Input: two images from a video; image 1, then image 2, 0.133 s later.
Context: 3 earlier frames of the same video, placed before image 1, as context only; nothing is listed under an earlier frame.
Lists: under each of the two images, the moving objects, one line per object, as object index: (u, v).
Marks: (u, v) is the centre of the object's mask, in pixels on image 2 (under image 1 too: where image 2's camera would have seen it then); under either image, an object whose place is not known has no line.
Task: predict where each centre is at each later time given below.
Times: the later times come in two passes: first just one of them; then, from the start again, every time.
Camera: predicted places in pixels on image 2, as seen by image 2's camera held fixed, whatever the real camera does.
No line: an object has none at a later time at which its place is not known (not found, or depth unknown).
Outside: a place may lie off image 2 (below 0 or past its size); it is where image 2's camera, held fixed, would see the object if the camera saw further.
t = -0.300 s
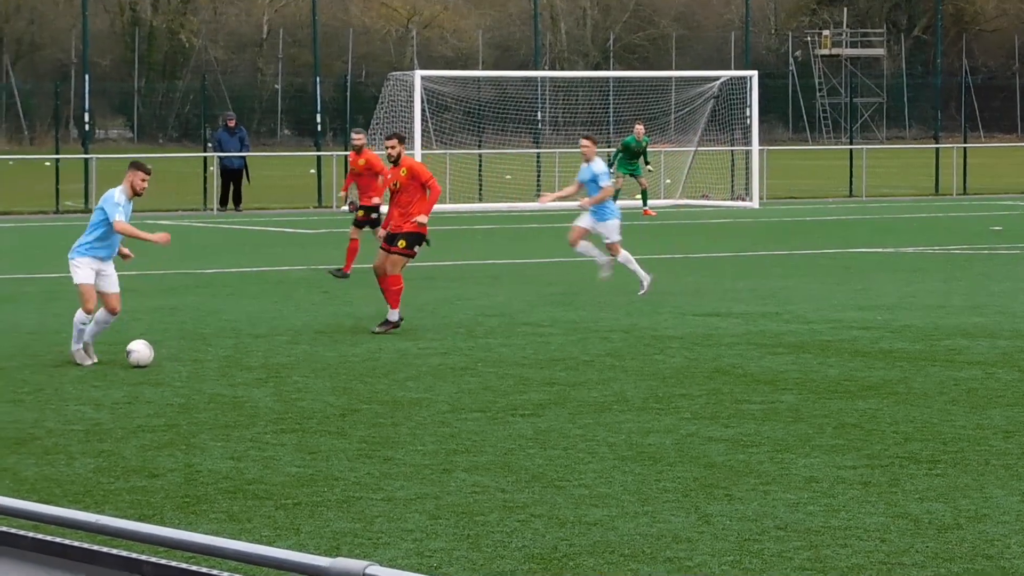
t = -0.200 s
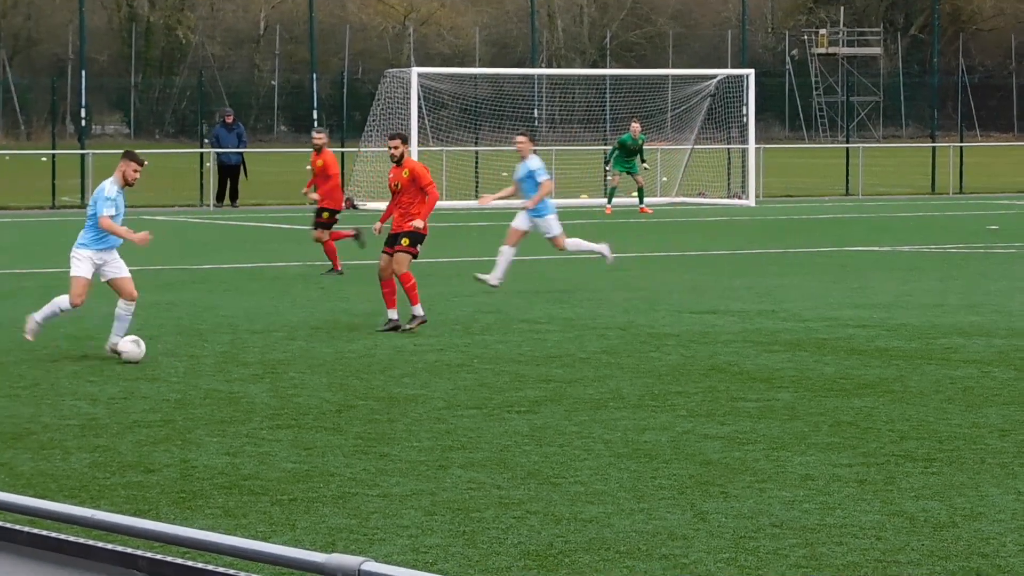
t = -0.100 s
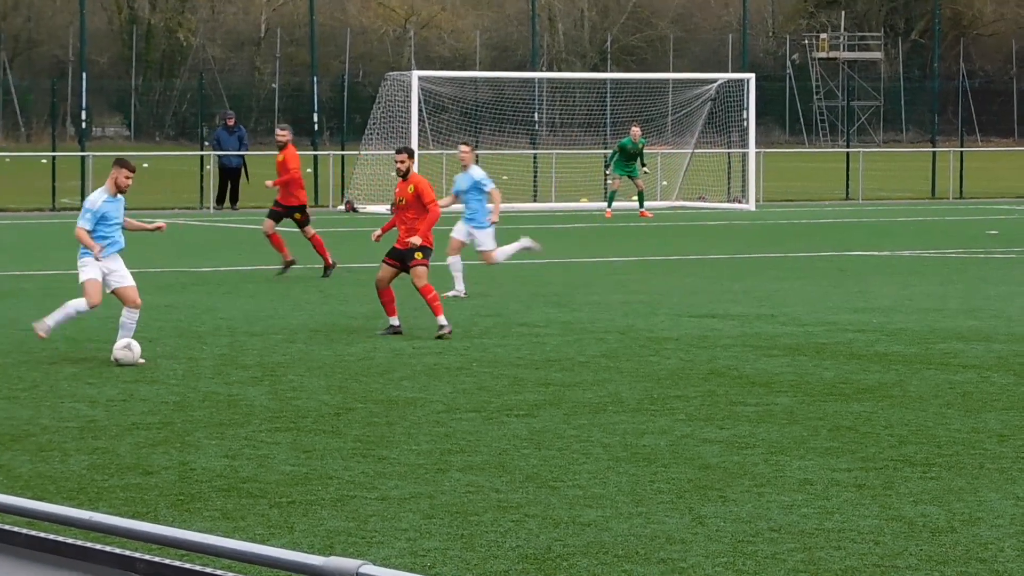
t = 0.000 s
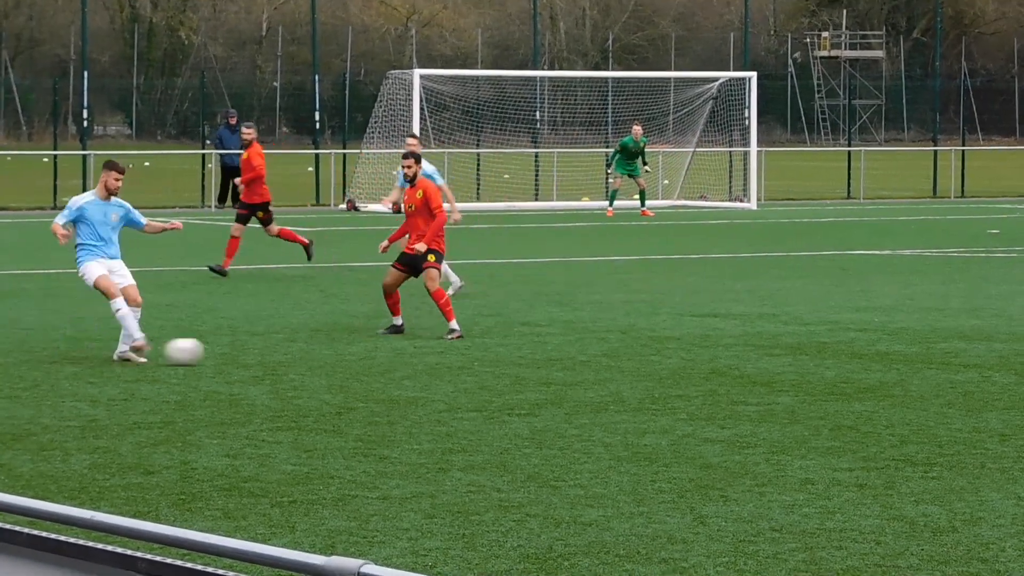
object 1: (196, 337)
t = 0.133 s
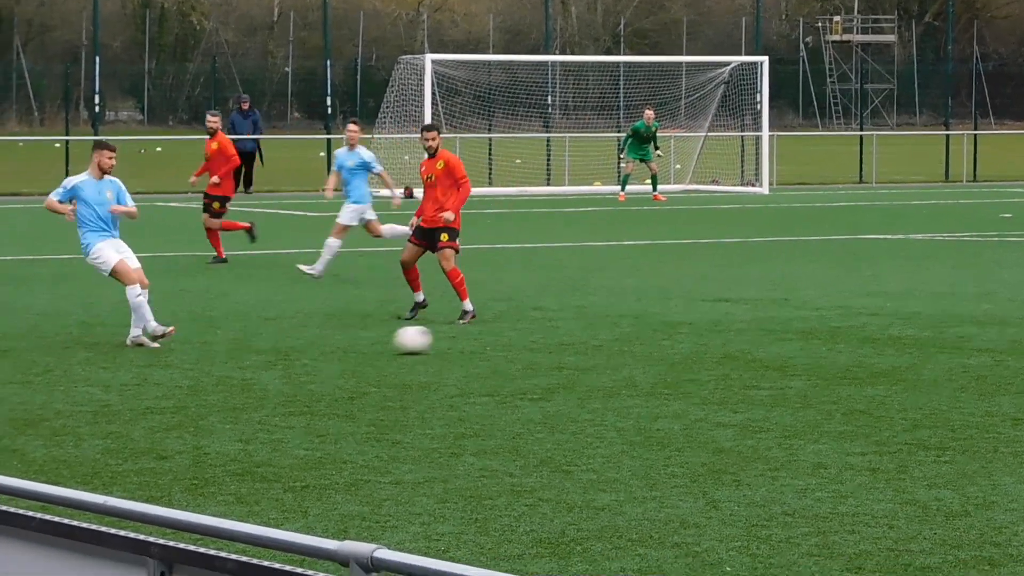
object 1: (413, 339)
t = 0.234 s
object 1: (567, 342)
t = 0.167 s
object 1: (464, 341)
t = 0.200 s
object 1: (516, 341)
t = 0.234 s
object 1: (567, 342)
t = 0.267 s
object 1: (615, 343)
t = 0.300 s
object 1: (664, 343)
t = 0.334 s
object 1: (712, 344)
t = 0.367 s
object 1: (760, 345)
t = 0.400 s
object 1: (807, 348)
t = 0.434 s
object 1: (853, 349)
